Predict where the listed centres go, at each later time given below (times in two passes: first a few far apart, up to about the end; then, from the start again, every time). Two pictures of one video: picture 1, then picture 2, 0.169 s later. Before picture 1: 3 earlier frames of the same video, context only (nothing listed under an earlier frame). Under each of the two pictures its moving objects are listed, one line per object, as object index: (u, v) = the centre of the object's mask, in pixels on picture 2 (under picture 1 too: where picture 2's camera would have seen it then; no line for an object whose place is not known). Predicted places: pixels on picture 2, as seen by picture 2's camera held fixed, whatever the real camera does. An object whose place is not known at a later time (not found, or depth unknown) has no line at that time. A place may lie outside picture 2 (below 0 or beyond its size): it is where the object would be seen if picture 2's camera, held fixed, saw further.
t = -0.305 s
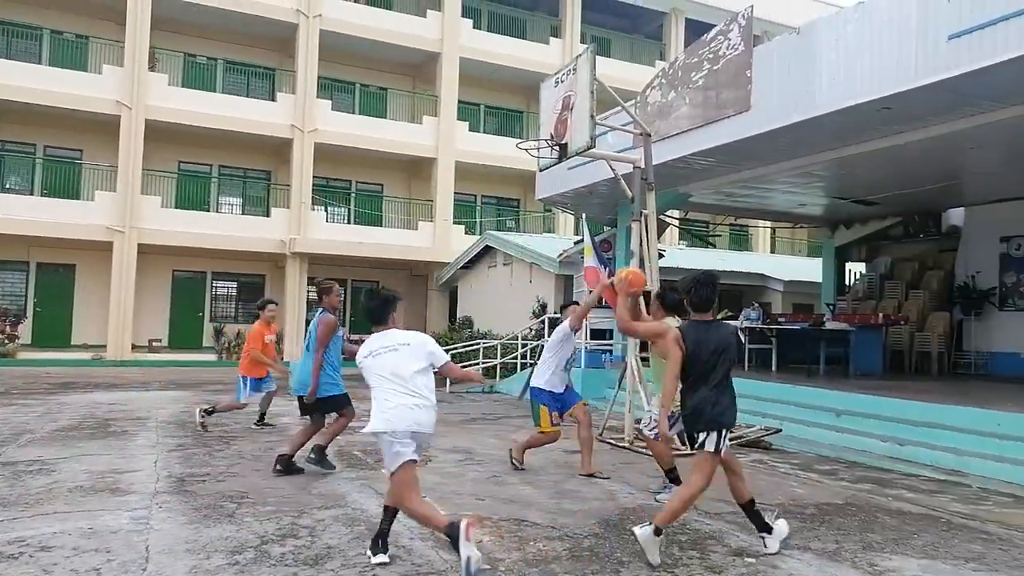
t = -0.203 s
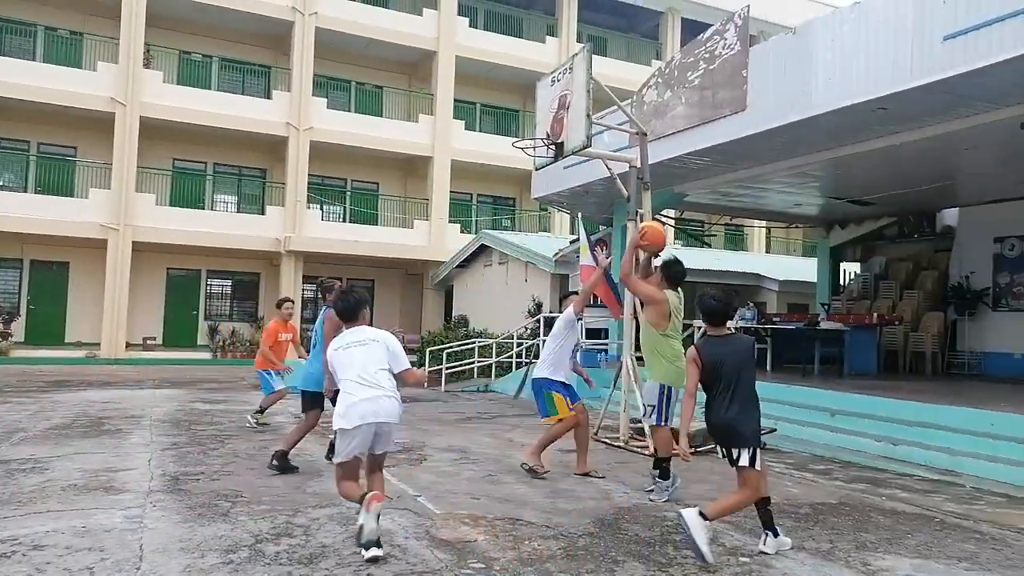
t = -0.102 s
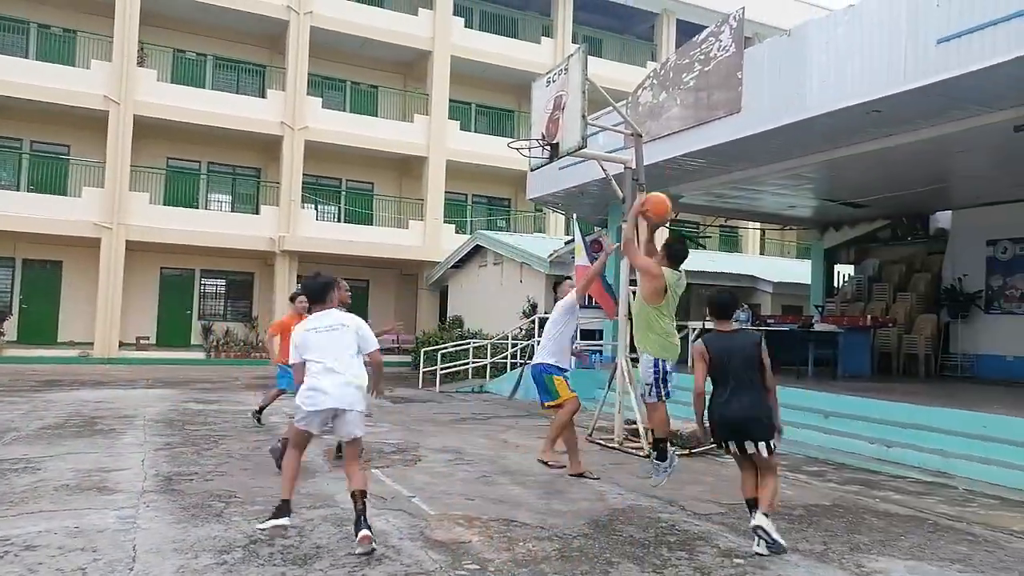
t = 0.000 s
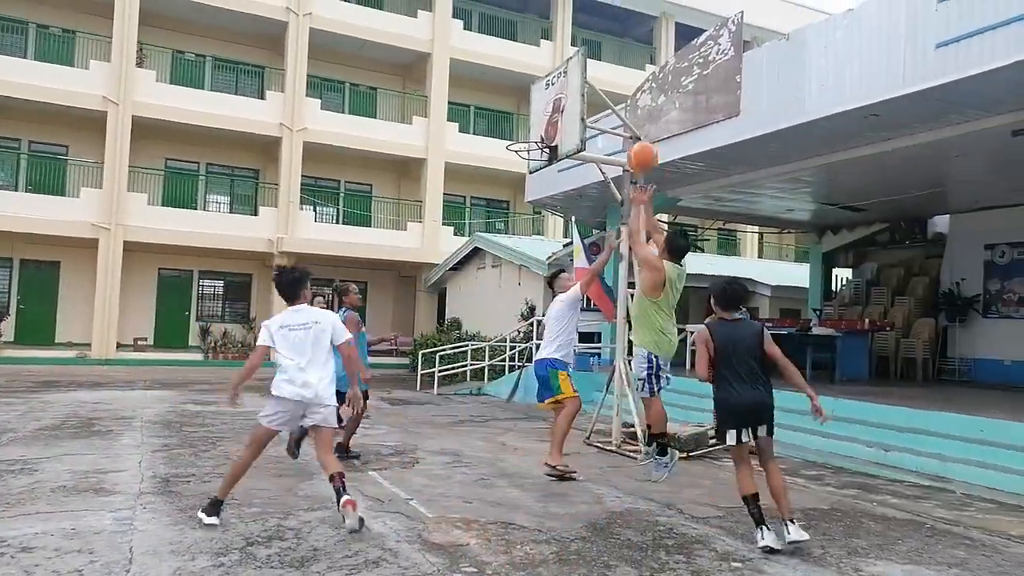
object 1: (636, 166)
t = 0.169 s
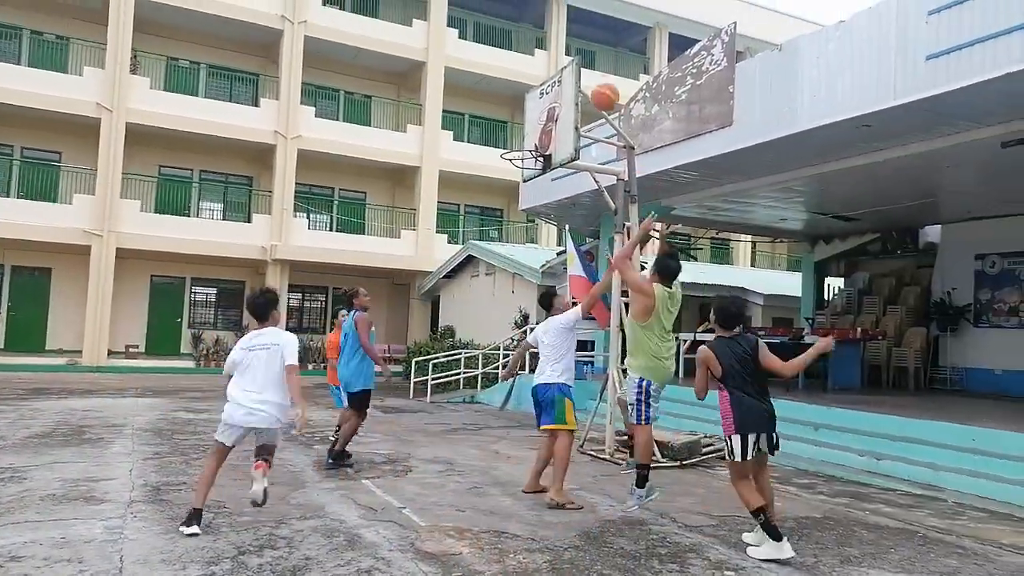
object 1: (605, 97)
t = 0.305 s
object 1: (581, 69)
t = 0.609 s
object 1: (533, 83)
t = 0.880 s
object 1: (506, 137)
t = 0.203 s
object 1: (599, 88)
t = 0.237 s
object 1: (593, 80)
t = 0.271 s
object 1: (587, 73)
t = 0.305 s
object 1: (581, 69)
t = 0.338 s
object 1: (575, 65)
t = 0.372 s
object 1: (570, 63)
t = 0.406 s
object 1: (566, 63)
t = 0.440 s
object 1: (560, 63)
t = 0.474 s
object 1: (554, 65)
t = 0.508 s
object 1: (549, 68)
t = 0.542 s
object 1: (544, 72)
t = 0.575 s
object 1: (539, 76)
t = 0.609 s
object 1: (533, 83)
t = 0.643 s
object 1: (529, 90)
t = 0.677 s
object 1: (524, 97)
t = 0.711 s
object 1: (519, 108)
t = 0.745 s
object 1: (514, 117)
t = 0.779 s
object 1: (510, 128)
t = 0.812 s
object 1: (505, 140)
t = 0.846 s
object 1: (504, 142)
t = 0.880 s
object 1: (506, 137)
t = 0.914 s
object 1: (508, 134)
